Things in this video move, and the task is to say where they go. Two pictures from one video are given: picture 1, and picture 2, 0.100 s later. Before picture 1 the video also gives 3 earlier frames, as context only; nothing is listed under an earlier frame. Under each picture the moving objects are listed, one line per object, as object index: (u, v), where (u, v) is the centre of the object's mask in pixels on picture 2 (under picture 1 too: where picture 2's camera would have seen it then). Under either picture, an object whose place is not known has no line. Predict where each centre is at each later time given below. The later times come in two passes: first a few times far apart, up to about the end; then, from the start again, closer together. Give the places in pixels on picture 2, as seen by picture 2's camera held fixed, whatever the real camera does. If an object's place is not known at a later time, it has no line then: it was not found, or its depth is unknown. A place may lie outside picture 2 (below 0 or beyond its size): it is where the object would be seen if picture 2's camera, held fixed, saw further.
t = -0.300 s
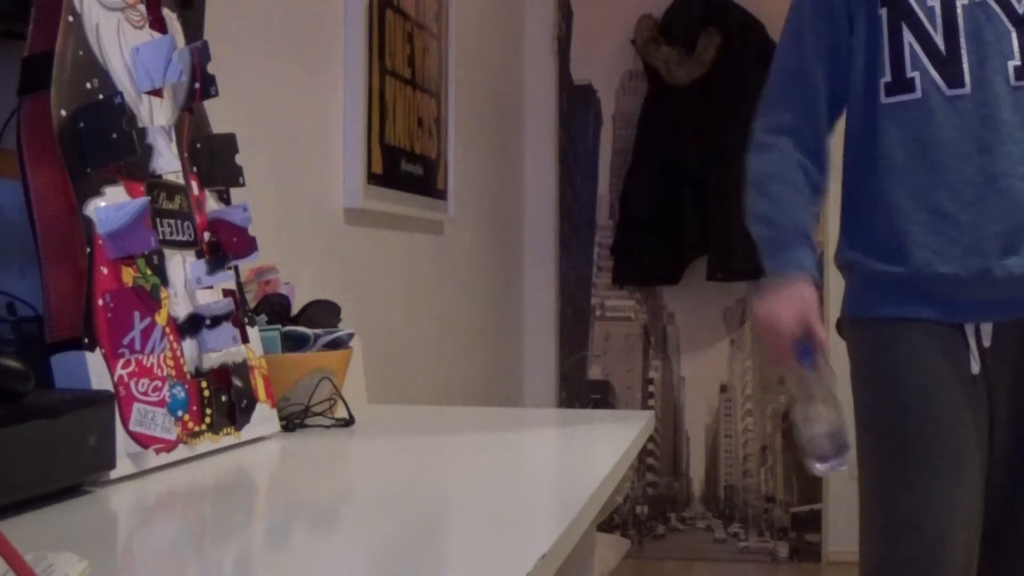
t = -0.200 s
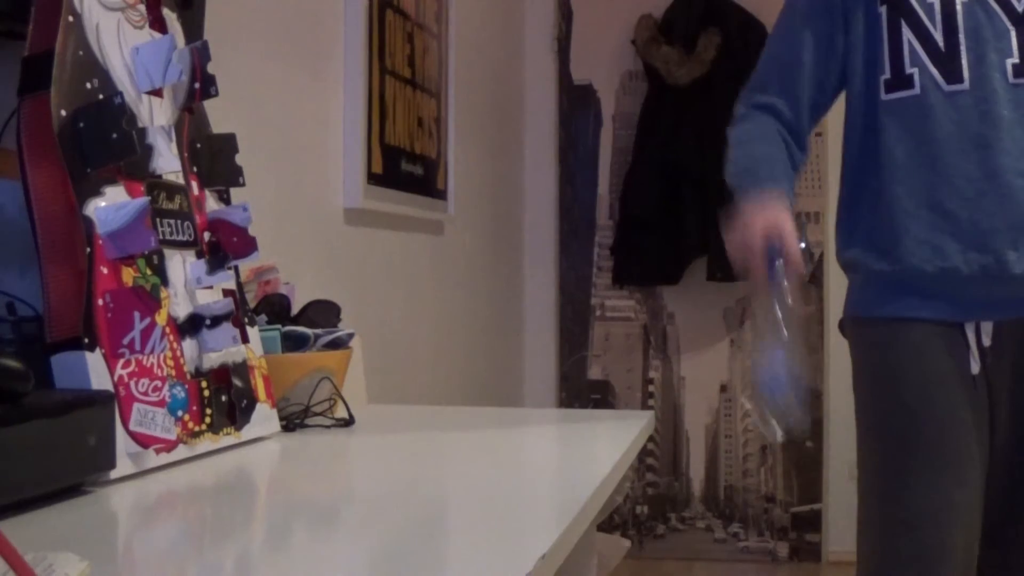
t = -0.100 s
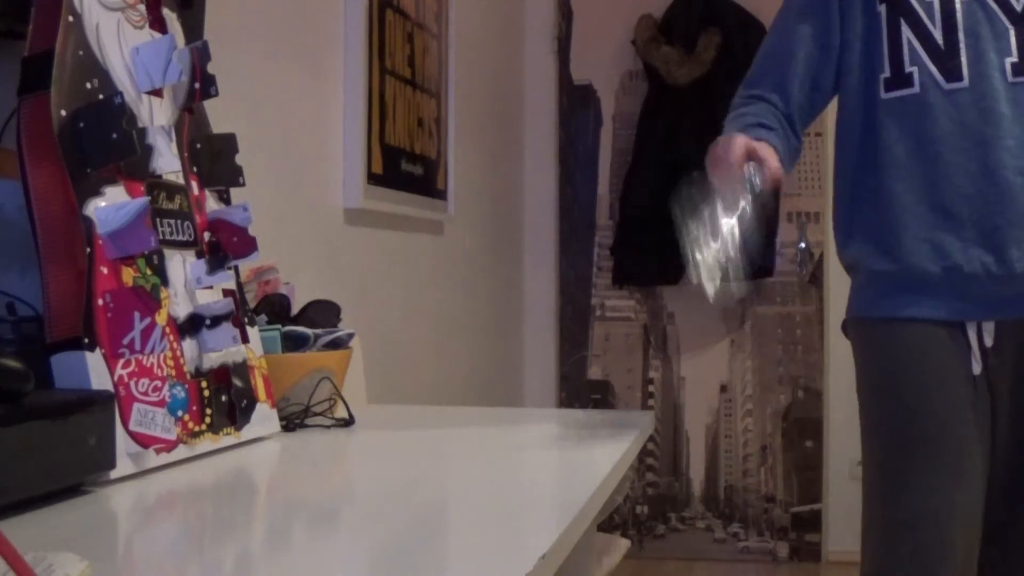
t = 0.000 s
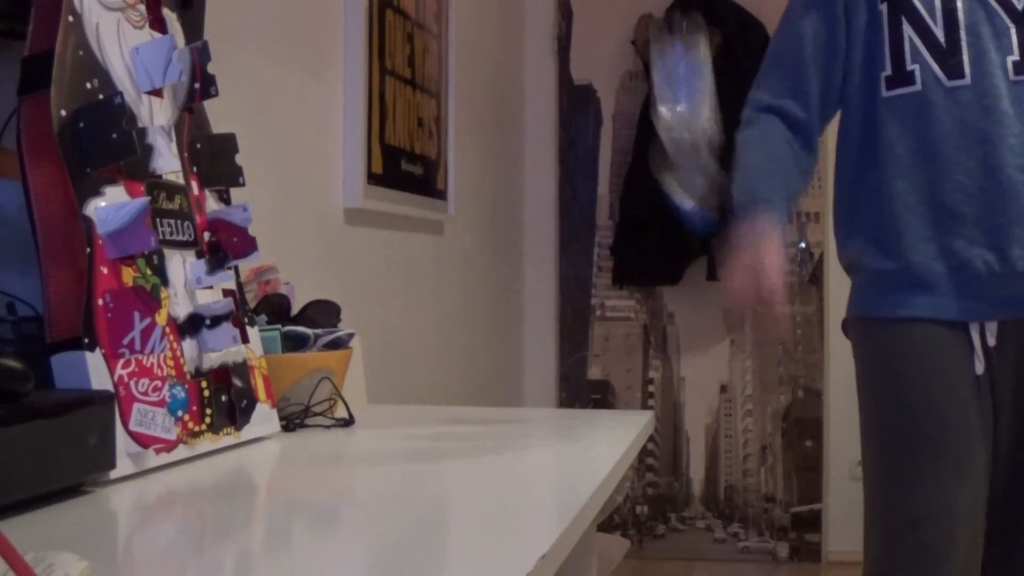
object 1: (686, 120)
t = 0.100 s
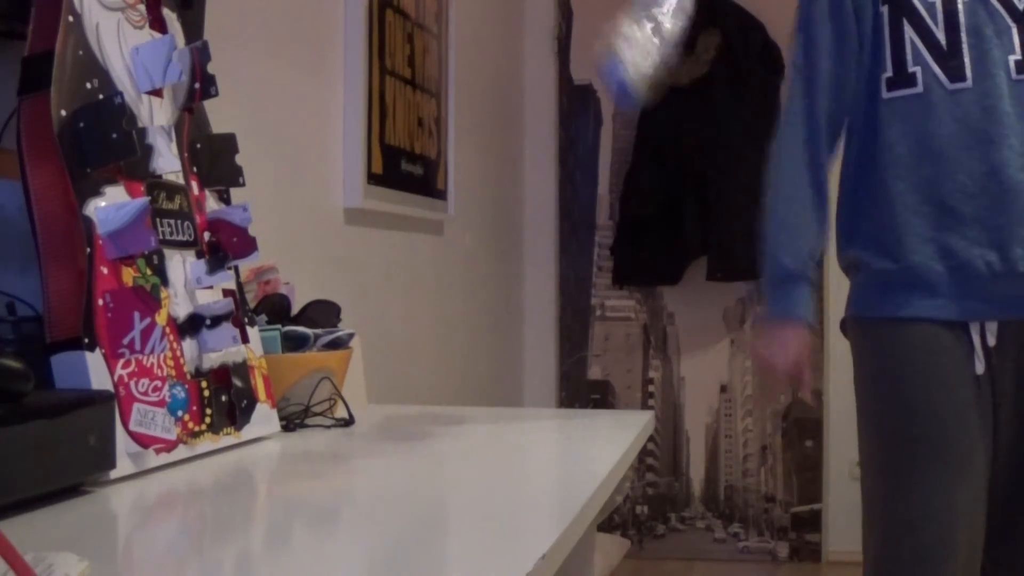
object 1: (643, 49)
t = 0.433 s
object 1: (524, 365)
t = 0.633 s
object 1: (495, 422)
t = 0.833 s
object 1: (483, 422)
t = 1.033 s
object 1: (478, 421)
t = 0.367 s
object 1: (557, 313)
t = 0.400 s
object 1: (541, 348)
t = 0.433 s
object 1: (524, 365)
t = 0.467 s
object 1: (511, 405)
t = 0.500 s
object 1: (509, 421)
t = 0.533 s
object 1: (503, 422)
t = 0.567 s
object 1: (500, 423)
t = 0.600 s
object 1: (497, 422)
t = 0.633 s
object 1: (495, 422)
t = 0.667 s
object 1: (494, 422)
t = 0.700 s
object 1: (492, 422)
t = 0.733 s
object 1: (489, 422)
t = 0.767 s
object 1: (486, 421)
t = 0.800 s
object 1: (485, 421)
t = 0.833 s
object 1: (483, 422)
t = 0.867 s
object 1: (482, 422)
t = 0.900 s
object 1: (481, 421)
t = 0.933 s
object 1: (480, 421)
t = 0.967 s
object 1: (478, 421)
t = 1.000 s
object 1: (476, 421)
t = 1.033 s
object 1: (478, 421)
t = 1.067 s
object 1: (477, 421)
